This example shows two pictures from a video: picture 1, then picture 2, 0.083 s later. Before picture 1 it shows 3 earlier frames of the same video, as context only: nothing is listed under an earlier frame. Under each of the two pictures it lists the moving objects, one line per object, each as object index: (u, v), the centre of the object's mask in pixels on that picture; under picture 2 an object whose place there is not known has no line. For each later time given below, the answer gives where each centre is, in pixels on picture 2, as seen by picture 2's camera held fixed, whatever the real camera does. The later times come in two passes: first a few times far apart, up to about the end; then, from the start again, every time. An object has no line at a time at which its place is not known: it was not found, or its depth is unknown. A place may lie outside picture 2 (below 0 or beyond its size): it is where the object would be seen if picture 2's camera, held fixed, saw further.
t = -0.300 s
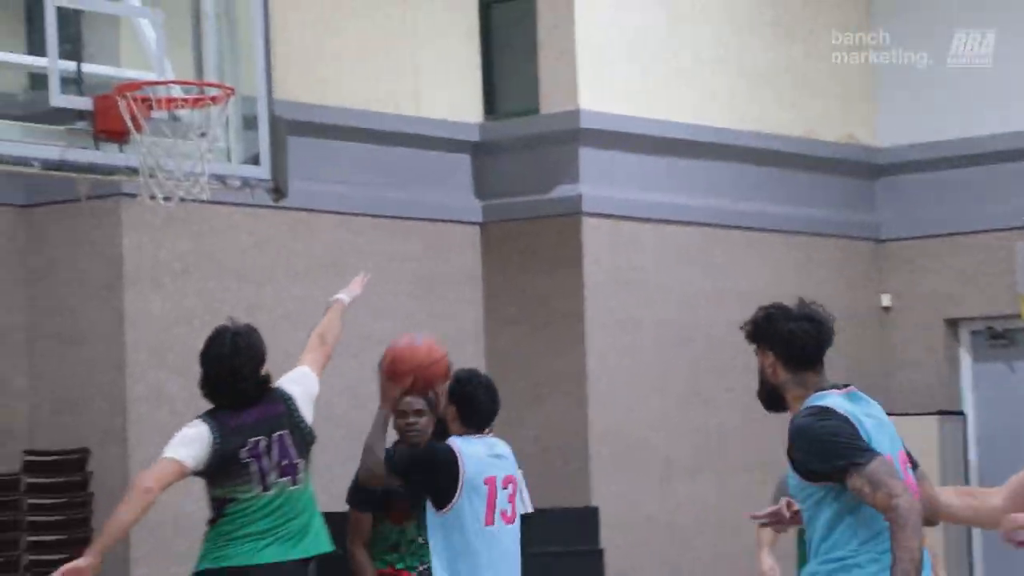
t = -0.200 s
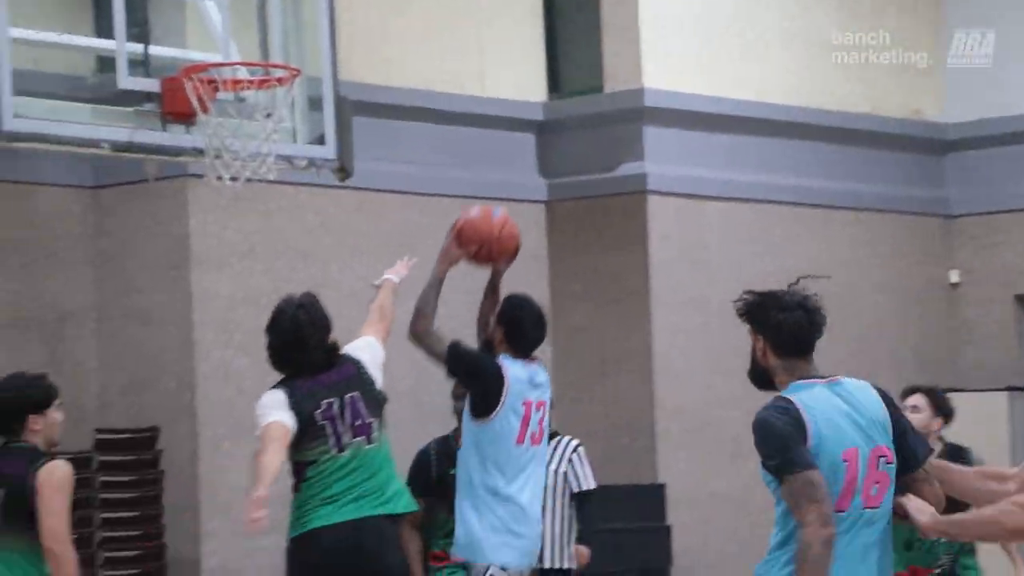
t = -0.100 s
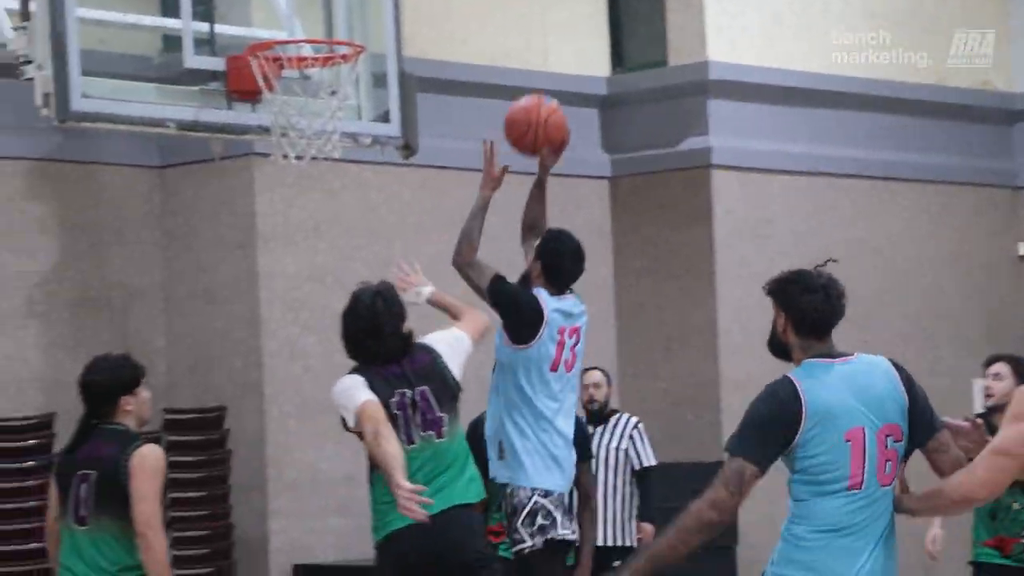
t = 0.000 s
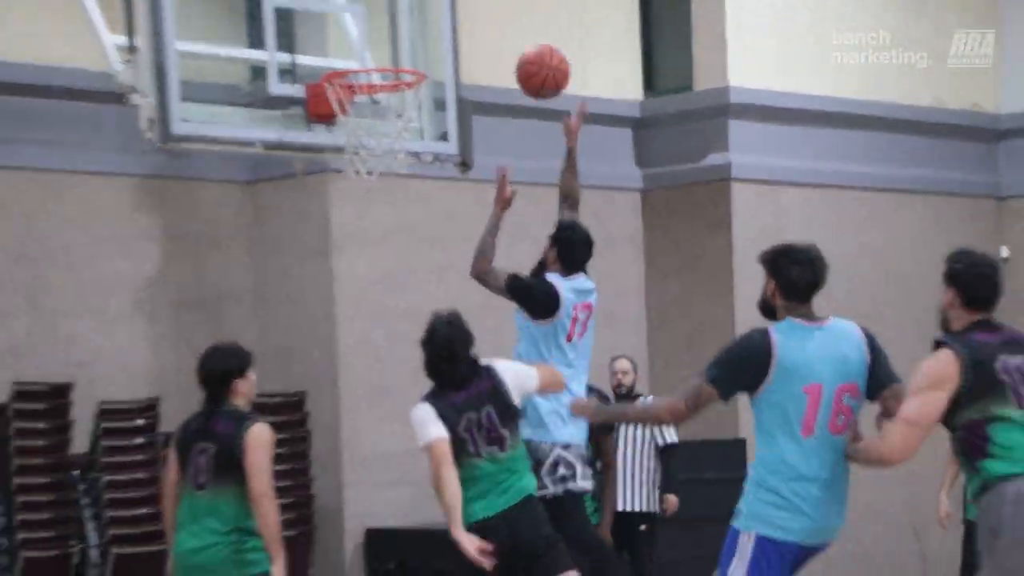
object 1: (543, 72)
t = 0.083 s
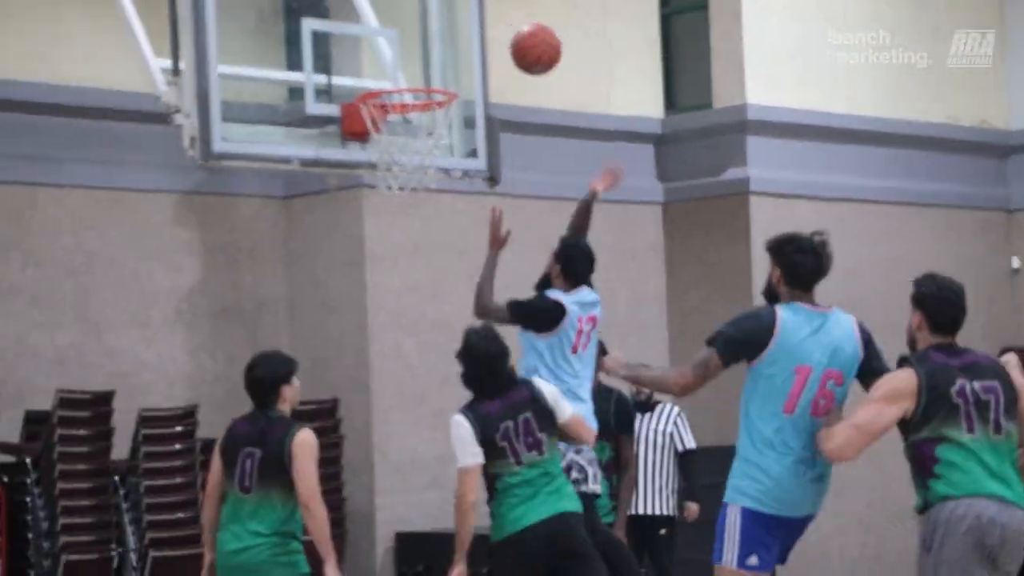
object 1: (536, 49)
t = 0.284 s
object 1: (463, 10)
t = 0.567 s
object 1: (384, 76)
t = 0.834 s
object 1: (404, 69)
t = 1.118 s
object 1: (392, 99)
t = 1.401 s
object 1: (436, 176)
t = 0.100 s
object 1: (529, 42)
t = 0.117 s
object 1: (523, 37)
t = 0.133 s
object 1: (517, 31)
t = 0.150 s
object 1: (511, 27)
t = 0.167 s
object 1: (505, 23)
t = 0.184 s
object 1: (499, 19)
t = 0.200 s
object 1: (493, 16)
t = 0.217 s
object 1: (487, 14)
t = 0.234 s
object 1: (481, 12)
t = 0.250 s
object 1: (475, 10)
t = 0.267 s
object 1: (469, 10)
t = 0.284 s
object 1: (463, 10)
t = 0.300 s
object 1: (457, 10)
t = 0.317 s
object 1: (452, 11)
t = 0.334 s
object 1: (446, 13)
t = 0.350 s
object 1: (441, 15)
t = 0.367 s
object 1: (435, 18)
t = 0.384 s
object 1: (429, 22)
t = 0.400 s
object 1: (424, 25)
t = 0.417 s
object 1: (418, 30)
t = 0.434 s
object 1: (413, 35)
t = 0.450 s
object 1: (408, 41)
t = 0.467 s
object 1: (402, 47)
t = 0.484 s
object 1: (396, 53)
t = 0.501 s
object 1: (391, 60)
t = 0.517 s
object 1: (386, 67)
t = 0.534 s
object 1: (382, 74)
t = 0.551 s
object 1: (377, 76)
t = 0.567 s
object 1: (384, 76)
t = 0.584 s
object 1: (391, 76)
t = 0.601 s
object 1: (401, 83)
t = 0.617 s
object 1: (407, 90)
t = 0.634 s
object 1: (412, 92)
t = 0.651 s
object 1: (419, 93)
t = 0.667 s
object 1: (419, 87)
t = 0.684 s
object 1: (419, 84)
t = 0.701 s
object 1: (417, 82)
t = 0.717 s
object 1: (418, 83)
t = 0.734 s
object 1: (419, 79)
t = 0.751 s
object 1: (419, 78)
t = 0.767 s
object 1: (419, 73)
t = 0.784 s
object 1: (416, 72)
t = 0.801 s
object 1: (412, 70)
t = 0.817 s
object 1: (408, 72)
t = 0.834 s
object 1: (404, 69)
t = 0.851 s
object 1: (400, 69)
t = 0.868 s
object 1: (396, 69)
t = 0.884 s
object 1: (392, 69)
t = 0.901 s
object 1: (388, 70)
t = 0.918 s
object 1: (384, 71)
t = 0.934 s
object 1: (381, 73)
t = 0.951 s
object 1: (380, 73)
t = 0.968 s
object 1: (381, 73)
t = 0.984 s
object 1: (382, 75)
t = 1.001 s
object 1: (383, 75)
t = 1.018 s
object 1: (383, 74)
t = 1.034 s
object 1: (384, 75)
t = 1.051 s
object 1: (384, 76)
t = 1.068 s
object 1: (385, 77)
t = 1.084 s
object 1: (386, 79)
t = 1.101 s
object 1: (391, 94)
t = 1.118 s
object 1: (392, 99)
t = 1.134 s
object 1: (396, 102)
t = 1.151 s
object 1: (401, 106)
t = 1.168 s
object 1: (404, 112)
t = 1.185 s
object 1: (407, 115)
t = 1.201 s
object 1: (411, 119)
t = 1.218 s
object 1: (414, 124)
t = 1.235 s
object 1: (417, 129)
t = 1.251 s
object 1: (421, 136)
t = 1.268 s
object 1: (424, 140)
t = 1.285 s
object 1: (427, 147)
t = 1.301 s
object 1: (429, 150)
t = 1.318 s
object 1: (431, 154)
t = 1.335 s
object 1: (433, 158)
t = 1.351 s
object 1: (434, 161)
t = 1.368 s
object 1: (436, 165)
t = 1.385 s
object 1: (436, 170)
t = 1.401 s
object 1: (436, 176)
